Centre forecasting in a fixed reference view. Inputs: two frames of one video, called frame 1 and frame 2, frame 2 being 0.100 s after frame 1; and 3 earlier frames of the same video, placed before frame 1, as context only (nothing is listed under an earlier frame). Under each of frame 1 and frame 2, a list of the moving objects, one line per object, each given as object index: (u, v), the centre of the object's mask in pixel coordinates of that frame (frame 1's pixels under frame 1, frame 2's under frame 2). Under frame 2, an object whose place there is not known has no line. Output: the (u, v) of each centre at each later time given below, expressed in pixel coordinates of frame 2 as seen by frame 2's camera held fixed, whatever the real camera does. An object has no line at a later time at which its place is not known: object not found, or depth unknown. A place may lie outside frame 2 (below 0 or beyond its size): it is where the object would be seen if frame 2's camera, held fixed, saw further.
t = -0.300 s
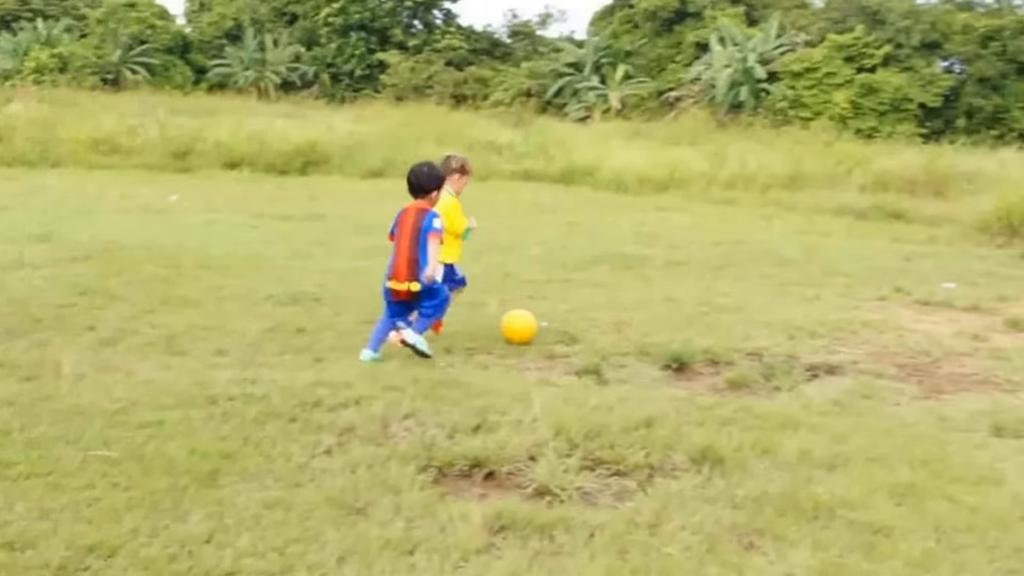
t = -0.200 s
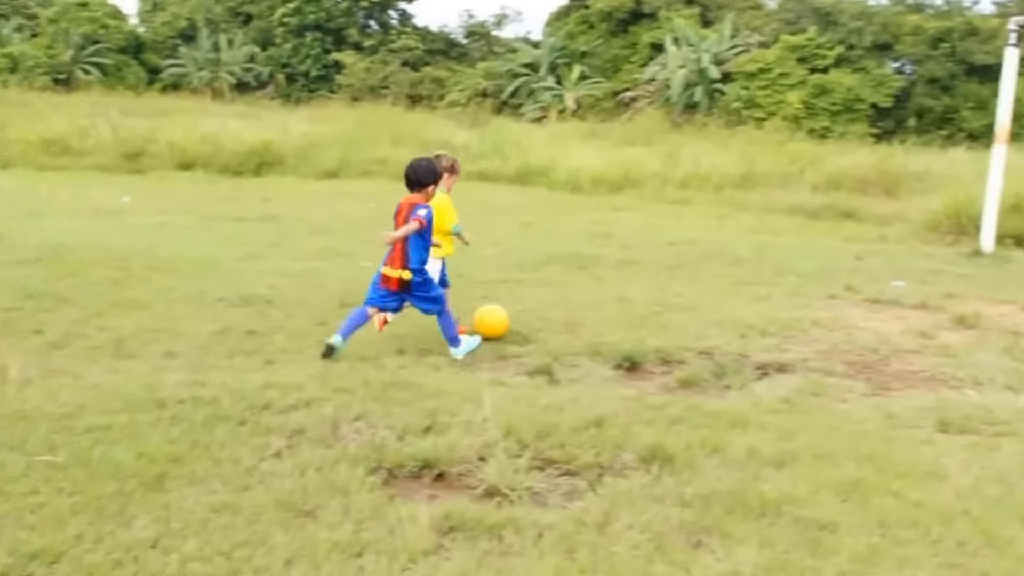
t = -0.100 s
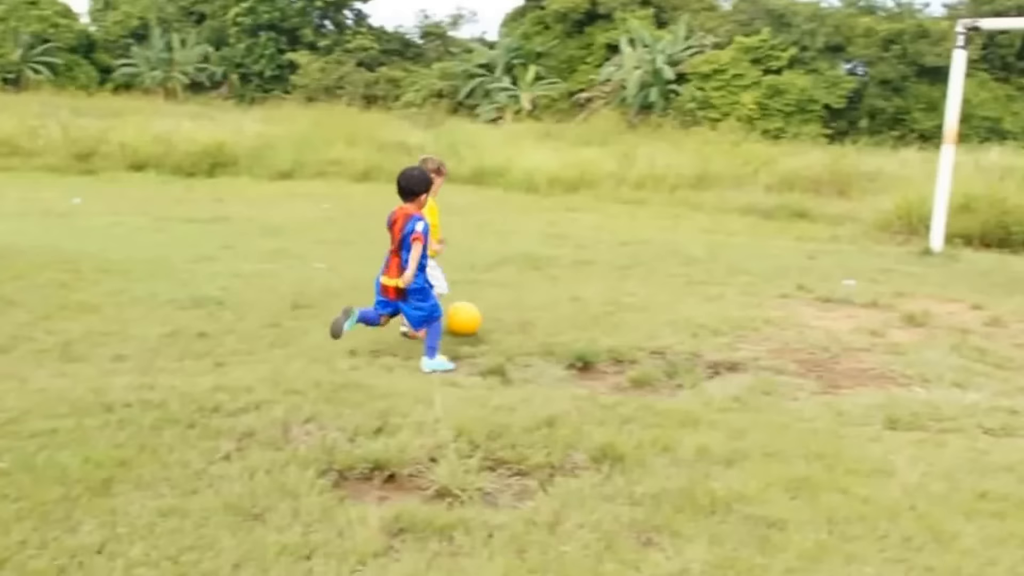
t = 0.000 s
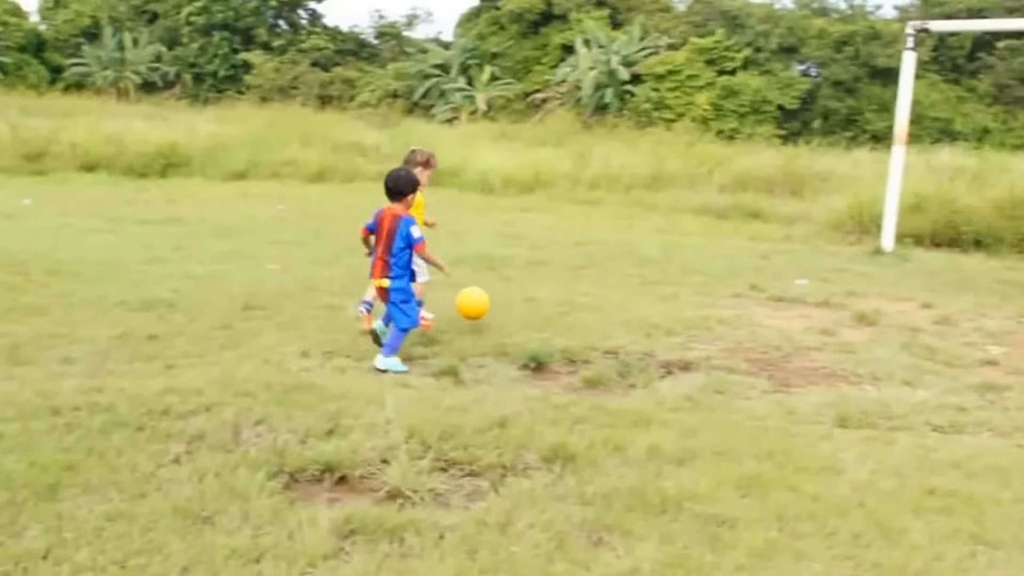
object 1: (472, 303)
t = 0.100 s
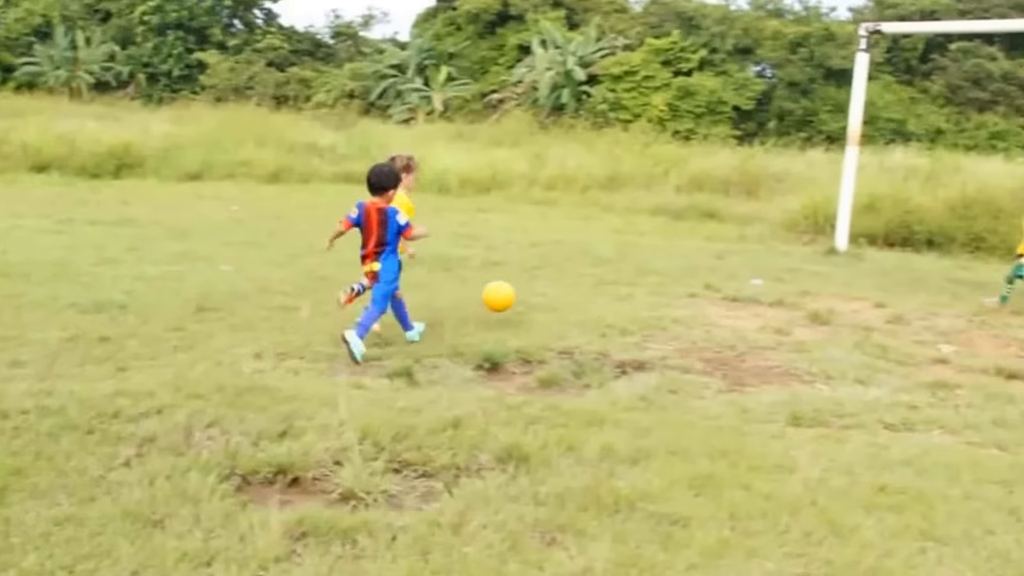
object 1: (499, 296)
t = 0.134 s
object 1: (519, 296)
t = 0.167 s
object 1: (539, 299)
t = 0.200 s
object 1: (558, 303)
